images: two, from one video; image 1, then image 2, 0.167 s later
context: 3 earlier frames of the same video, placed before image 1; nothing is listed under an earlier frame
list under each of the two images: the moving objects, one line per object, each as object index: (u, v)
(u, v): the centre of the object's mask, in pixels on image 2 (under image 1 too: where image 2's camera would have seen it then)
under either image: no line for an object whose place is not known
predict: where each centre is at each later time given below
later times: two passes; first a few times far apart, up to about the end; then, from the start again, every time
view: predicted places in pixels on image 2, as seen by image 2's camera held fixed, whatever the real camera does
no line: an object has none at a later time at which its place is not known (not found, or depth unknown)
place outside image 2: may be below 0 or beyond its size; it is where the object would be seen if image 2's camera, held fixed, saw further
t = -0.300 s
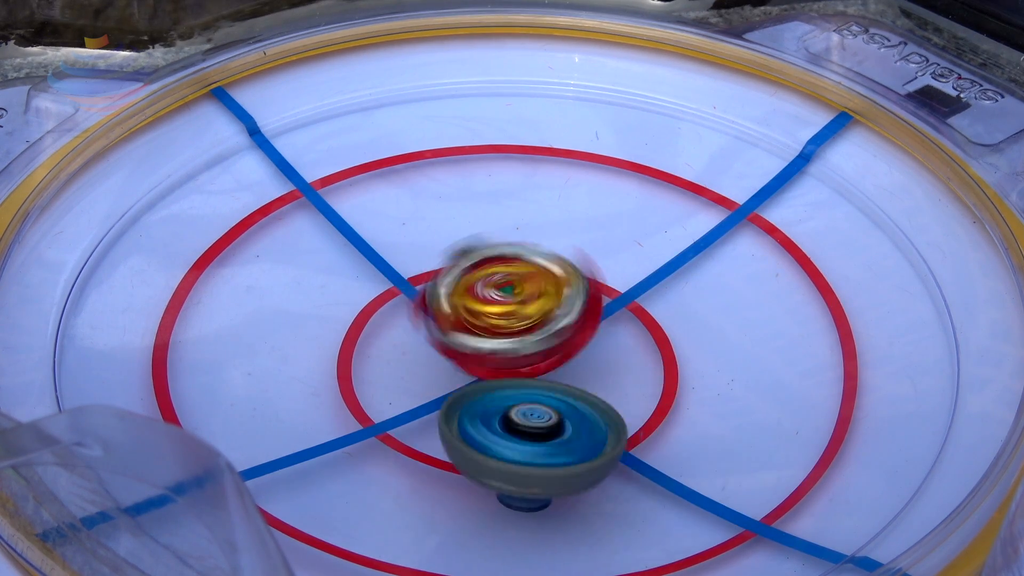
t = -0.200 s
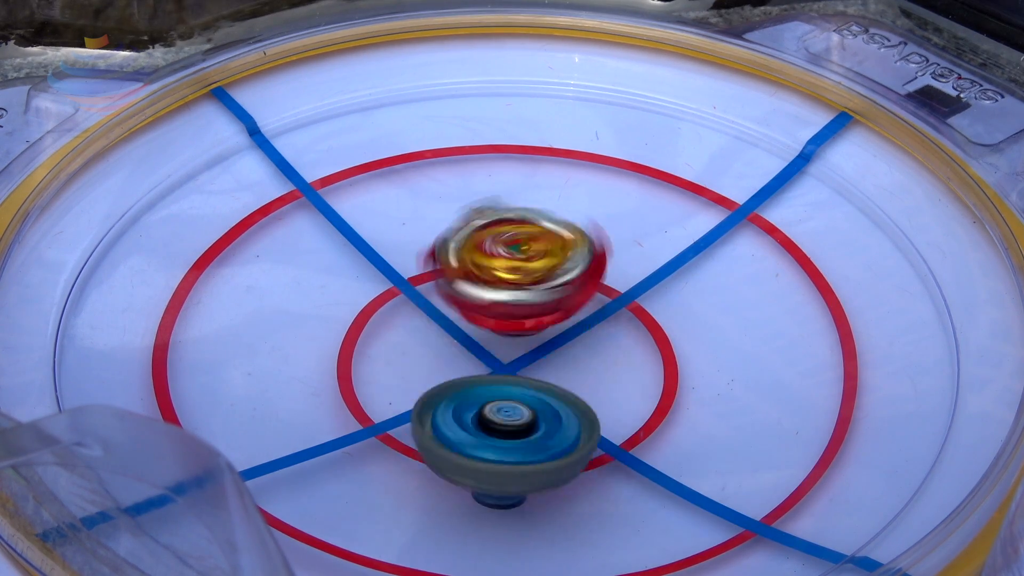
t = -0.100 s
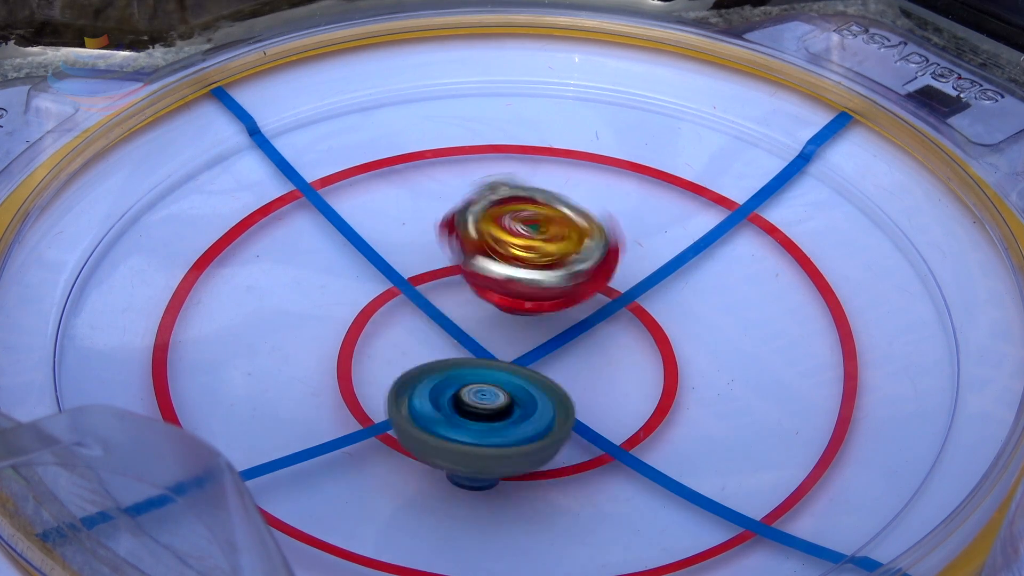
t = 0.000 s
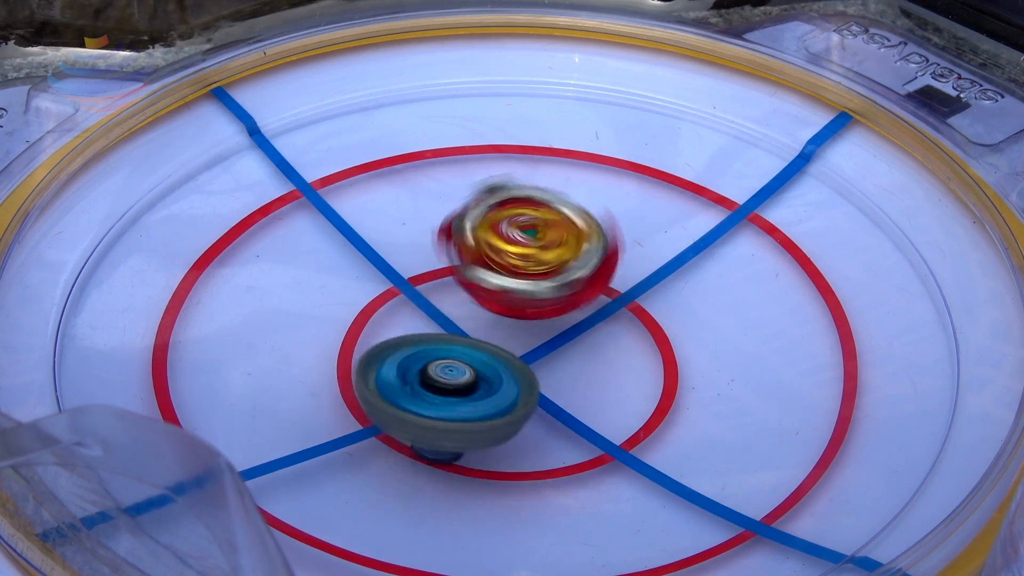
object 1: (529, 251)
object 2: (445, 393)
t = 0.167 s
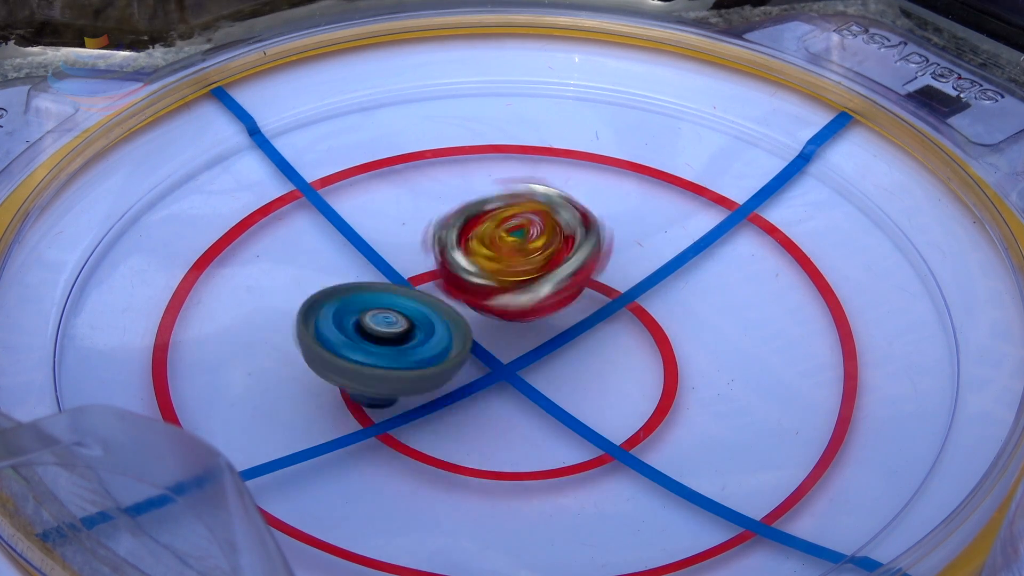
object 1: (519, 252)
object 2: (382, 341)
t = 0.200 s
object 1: (518, 253)
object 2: (368, 330)
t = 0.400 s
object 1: (512, 256)
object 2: (280, 270)
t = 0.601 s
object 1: (508, 259)
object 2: (212, 238)
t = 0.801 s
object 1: (505, 258)
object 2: (210, 240)
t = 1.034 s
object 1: (494, 261)
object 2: (266, 239)
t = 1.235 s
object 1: (567, 286)
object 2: (290, 208)
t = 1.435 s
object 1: (698, 354)
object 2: (319, 199)
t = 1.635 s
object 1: (643, 384)
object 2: (388, 214)
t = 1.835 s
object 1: (532, 361)
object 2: (485, 237)
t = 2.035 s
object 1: (487, 376)
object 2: (563, 201)
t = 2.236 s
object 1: (535, 333)
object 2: (600, 204)
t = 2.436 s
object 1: (589, 337)
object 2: (634, 204)
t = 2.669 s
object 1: (581, 368)
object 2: (644, 228)
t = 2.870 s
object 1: (513, 364)
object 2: (664, 256)
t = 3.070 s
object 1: (501, 328)
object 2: (667, 278)
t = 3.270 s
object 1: (472, 316)
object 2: (720, 293)
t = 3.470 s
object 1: (482, 323)
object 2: (693, 323)
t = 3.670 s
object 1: (369, 277)
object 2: (764, 346)
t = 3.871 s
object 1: (407, 301)
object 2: (741, 345)
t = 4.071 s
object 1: (442, 336)
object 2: (639, 370)
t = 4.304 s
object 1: (418, 315)
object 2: (549, 420)
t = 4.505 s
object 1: (437, 271)
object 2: (528, 449)
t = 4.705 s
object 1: (457, 294)
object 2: (522, 437)
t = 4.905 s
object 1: (434, 278)
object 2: (512, 415)
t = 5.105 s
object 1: (388, 223)
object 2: (515, 385)
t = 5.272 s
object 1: (400, 230)
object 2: (483, 337)
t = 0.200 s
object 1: (518, 253)
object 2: (368, 330)
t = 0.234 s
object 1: (516, 251)
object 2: (353, 319)
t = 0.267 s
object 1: (515, 253)
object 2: (339, 309)
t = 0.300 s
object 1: (515, 254)
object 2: (324, 298)
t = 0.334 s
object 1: (512, 253)
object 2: (309, 288)
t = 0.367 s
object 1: (512, 255)
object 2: (295, 279)
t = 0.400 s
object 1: (512, 256)
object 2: (280, 270)
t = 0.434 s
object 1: (509, 256)
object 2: (267, 262)
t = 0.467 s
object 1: (511, 256)
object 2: (254, 255)
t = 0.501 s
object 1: (510, 258)
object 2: (241, 249)
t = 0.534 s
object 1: (507, 257)
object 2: (230, 244)
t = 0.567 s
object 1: (510, 257)
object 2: (220, 240)
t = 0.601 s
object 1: (508, 259)
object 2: (212, 238)
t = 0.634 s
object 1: (507, 258)
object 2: (207, 236)
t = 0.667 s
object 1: (508, 257)
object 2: (205, 237)
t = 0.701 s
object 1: (506, 259)
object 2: (204, 237)
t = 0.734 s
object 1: (506, 258)
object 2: (205, 238)
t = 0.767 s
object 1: (505, 256)
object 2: (208, 239)
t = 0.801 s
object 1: (505, 258)
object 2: (210, 240)
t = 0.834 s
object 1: (504, 258)
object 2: (214, 240)
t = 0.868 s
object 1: (501, 258)
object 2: (221, 240)
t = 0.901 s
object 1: (502, 258)
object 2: (227, 240)
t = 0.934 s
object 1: (498, 258)
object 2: (235, 240)
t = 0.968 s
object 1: (497, 260)
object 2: (246, 240)
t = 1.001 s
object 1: (498, 258)
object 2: (255, 240)
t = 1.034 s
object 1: (494, 261)
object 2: (266, 239)
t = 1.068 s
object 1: (495, 261)
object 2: (279, 238)
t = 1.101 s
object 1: (493, 259)
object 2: (291, 236)
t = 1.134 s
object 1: (491, 261)
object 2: (303, 234)
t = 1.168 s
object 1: (491, 262)
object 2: (314, 232)
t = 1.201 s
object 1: (514, 268)
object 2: (309, 223)
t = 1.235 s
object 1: (567, 286)
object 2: (290, 208)
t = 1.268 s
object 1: (613, 302)
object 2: (286, 200)
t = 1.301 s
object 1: (651, 316)
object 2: (290, 199)
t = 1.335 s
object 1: (674, 329)
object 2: (296, 198)
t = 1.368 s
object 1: (687, 336)
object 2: (302, 198)
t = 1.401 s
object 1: (695, 346)
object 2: (310, 198)
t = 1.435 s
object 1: (698, 354)
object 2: (319, 199)
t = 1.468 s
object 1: (696, 361)
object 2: (329, 201)
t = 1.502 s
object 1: (694, 366)
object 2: (339, 202)
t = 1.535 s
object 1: (686, 373)
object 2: (350, 203)
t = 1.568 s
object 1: (674, 377)
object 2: (363, 207)
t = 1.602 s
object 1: (657, 384)
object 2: (376, 210)
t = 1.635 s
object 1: (643, 384)
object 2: (388, 214)
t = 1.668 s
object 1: (623, 385)
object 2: (403, 218)
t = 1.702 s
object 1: (602, 385)
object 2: (419, 222)
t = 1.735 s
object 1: (579, 383)
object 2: (434, 227)
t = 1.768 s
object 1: (561, 377)
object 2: (450, 231)
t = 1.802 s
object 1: (545, 370)
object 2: (467, 234)
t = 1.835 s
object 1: (532, 361)
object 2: (485, 237)
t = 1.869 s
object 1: (520, 370)
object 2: (503, 227)
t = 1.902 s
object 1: (509, 382)
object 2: (519, 213)
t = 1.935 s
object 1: (501, 385)
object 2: (533, 206)
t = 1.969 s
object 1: (490, 384)
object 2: (544, 204)
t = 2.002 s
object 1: (487, 380)
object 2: (555, 202)
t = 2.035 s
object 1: (487, 376)
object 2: (563, 201)
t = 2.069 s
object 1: (493, 372)
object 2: (571, 201)
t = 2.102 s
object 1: (497, 363)
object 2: (577, 200)
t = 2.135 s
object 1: (503, 356)
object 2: (584, 200)
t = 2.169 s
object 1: (511, 348)
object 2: (589, 201)
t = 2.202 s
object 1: (522, 339)
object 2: (595, 202)
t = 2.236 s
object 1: (535, 333)
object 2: (600, 204)
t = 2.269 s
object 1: (547, 326)
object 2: (606, 204)
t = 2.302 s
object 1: (559, 322)
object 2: (611, 203)
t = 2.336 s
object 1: (571, 316)
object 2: (617, 204)
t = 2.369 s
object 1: (585, 311)
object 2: (622, 204)
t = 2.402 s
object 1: (588, 323)
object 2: (628, 202)
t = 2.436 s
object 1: (589, 337)
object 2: (634, 204)
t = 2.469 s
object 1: (588, 341)
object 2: (638, 205)
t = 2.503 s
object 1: (590, 346)
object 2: (640, 208)
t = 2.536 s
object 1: (593, 351)
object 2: (642, 211)
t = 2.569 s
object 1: (596, 356)
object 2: (643, 214)
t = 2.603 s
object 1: (591, 362)
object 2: (644, 218)
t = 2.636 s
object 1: (587, 365)
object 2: (644, 223)
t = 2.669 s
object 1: (581, 368)
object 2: (644, 228)
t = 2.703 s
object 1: (576, 368)
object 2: (643, 234)
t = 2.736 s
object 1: (571, 366)
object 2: (642, 240)
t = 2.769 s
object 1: (562, 365)
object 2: (641, 247)
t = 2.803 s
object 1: (555, 360)
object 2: (640, 255)
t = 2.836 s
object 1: (535, 368)
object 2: (650, 257)
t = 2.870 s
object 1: (513, 364)
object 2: (664, 256)
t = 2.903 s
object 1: (491, 358)
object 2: (668, 258)
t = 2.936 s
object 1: (481, 354)
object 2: (670, 261)
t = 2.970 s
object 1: (478, 347)
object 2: (670, 264)
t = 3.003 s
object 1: (484, 339)
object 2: (670, 268)
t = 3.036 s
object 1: (492, 330)
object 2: (669, 273)
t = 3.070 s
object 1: (501, 328)
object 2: (667, 278)
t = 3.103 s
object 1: (490, 332)
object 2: (683, 280)
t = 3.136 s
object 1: (474, 333)
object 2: (697, 283)
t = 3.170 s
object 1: (462, 325)
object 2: (706, 286)
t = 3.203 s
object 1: (458, 317)
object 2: (713, 288)
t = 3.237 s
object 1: (464, 316)
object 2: (718, 291)
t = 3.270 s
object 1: (472, 316)
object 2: (720, 293)
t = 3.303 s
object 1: (476, 316)
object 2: (720, 296)
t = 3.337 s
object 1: (478, 319)
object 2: (718, 299)
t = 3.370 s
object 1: (474, 320)
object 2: (714, 304)
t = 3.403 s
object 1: (476, 321)
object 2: (708, 309)
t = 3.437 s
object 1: (480, 323)
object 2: (701, 316)
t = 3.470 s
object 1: (482, 323)
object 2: (693, 323)
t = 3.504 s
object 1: (490, 322)
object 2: (686, 331)
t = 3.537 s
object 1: (463, 315)
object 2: (711, 339)
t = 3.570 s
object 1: (425, 299)
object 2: (734, 344)
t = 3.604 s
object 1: (398, 291)
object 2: (747, 346)
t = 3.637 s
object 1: (378, 284)
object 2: (757, 346)
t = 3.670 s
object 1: (369, 277)
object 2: (764, 346)
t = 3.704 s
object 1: (368, 274)
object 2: (767, 345)
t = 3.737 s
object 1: (379, 274)
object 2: (767, 343)
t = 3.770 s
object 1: (390, 276)
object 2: (765, 342)
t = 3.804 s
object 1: (400, 286)
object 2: (760, 342)
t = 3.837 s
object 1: (404, 300)
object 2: (751, 343)
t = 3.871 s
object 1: (407, 301)
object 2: (741, 345)
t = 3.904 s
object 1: (411, 305)
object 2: (727, 346)
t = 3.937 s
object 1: (416, 312)
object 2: (711, 350)
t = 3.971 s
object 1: (422, 318)
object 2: (693, 354)
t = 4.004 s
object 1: (431, 323)
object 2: (674, 359)
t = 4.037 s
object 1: (440, 327)
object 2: (656, 364)
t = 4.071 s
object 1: (442, 336)
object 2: (639, 370)
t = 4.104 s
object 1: (442, 340)
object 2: (621, 375)
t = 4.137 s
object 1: (439, 343)
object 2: (605, 383)
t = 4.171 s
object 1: (441, 345)
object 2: (590, 390)
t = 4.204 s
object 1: (442, 342)
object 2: (577, 397)
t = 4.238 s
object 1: (435, 334)
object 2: (567, 405)
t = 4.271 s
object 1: (427, 326)
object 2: (558, 413)
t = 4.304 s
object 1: (418, 315)
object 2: (549, 420)
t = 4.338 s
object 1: (416, 301)
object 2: (543, 426)
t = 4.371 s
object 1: (414, 296)
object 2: (538, 432)
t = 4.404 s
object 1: (421, 286)
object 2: (534, 437)
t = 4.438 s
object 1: (423, 277)
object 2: (531, 442)
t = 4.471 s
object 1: (431, 278)
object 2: (529, 446)
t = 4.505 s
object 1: (437, 271)
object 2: (528, 449)
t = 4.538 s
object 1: (445, 259)
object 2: (527, 450)
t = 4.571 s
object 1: (450, 257)
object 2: (527, 451)
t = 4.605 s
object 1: (451, 262)
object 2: (527, 449)
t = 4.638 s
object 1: (450, 272)
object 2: (526, 447)
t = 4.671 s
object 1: (455, 282)
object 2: (524, 443)
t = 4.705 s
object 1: (457, 294)
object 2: (522, 437)
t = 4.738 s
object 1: (456, 304)
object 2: (521, 430)
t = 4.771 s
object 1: (452, 312)
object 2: (518, 422)
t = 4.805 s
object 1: (452, 312)
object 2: (515, 413)
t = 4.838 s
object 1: (445, 311)
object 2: (510, 404)
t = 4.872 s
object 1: (444, 302)
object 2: (511, 411)
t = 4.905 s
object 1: (434, 278)
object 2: (512, 415)
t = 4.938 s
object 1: (426, 256)
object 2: (513, 413)
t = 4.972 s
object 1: (418, 241)
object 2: (515, 410)
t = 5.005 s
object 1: (408, 234)
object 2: (517, 406)
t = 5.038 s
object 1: (398, 227)
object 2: (517, 400)
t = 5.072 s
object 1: (391, 225)
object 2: (517, 393)
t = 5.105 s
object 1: (388, 223)
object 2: (515, 385)
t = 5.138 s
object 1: (389, 223)
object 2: (510, 376)
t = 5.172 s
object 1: (392, 224)
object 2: (505, 367)
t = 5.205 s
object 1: (397, 226)
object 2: (499, 357)
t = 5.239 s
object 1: (399, 229)
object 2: (492, 348)
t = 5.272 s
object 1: (400, 230)
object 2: (483, 337)
